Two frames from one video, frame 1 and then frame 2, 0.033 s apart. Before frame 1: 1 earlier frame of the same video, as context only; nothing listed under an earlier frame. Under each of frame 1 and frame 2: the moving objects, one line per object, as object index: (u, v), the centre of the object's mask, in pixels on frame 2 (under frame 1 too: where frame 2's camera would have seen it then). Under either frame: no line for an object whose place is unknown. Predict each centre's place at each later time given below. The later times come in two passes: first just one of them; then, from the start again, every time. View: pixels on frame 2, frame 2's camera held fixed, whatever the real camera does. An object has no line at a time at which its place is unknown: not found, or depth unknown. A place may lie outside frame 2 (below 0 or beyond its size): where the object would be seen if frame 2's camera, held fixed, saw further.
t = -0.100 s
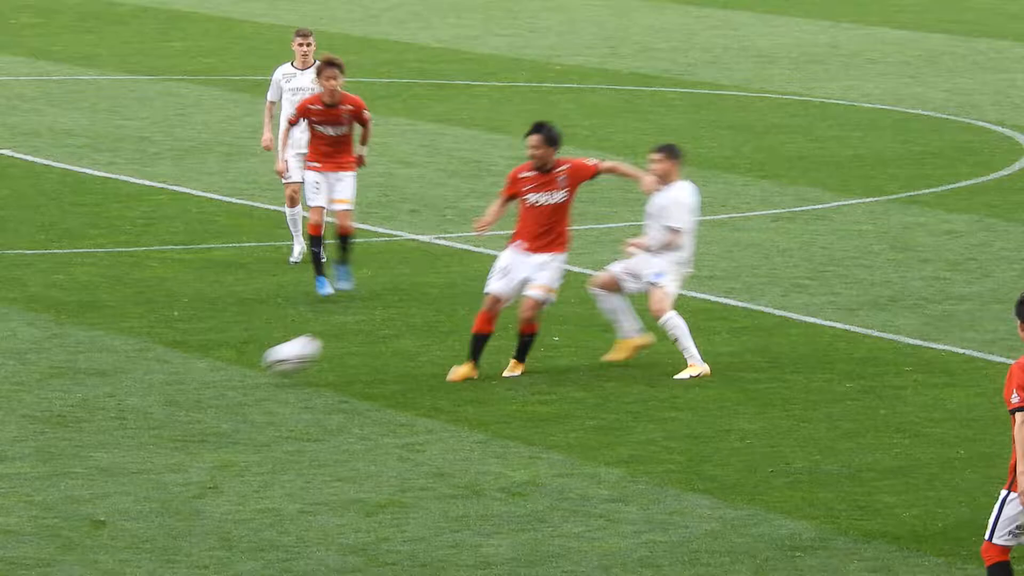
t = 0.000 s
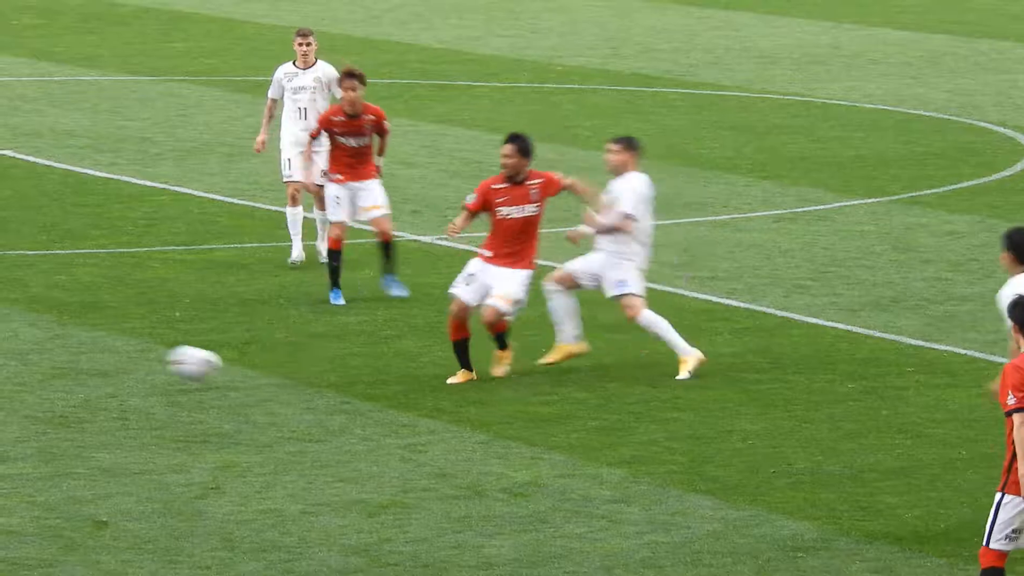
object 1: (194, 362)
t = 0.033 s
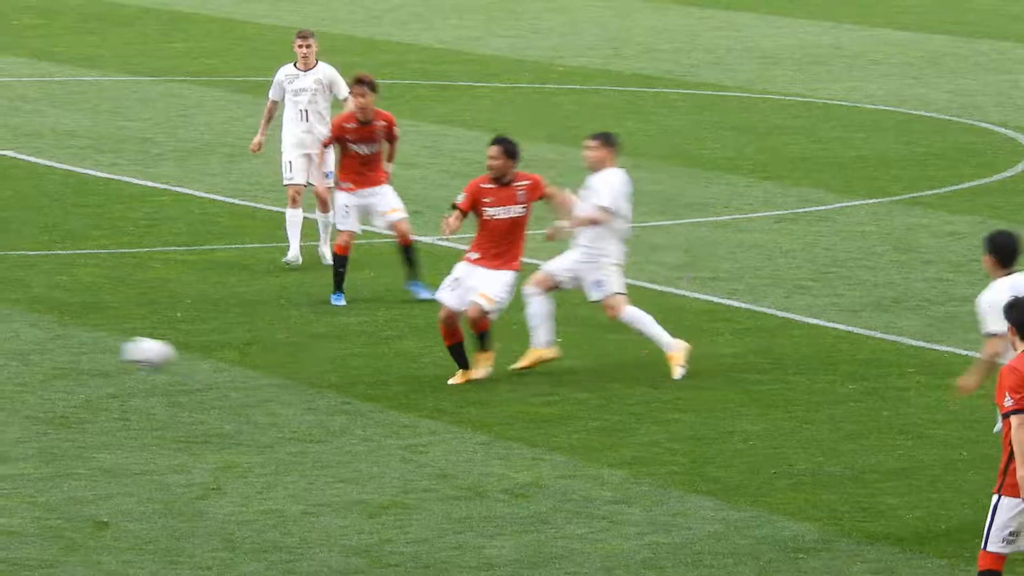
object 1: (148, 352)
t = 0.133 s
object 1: (7, 334)
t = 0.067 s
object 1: (100, 344)
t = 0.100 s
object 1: (54, 337)
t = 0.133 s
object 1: (7, 334)
